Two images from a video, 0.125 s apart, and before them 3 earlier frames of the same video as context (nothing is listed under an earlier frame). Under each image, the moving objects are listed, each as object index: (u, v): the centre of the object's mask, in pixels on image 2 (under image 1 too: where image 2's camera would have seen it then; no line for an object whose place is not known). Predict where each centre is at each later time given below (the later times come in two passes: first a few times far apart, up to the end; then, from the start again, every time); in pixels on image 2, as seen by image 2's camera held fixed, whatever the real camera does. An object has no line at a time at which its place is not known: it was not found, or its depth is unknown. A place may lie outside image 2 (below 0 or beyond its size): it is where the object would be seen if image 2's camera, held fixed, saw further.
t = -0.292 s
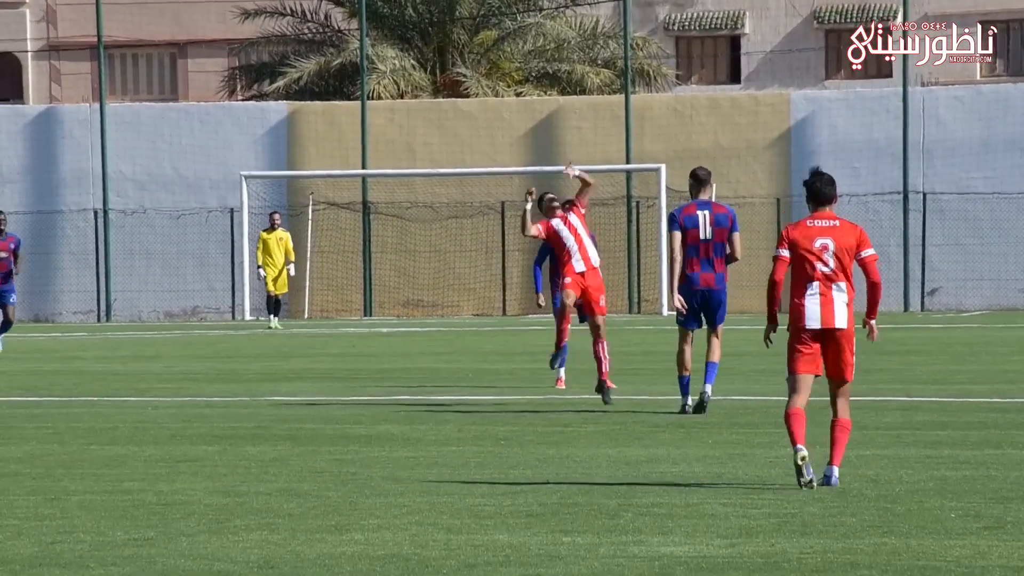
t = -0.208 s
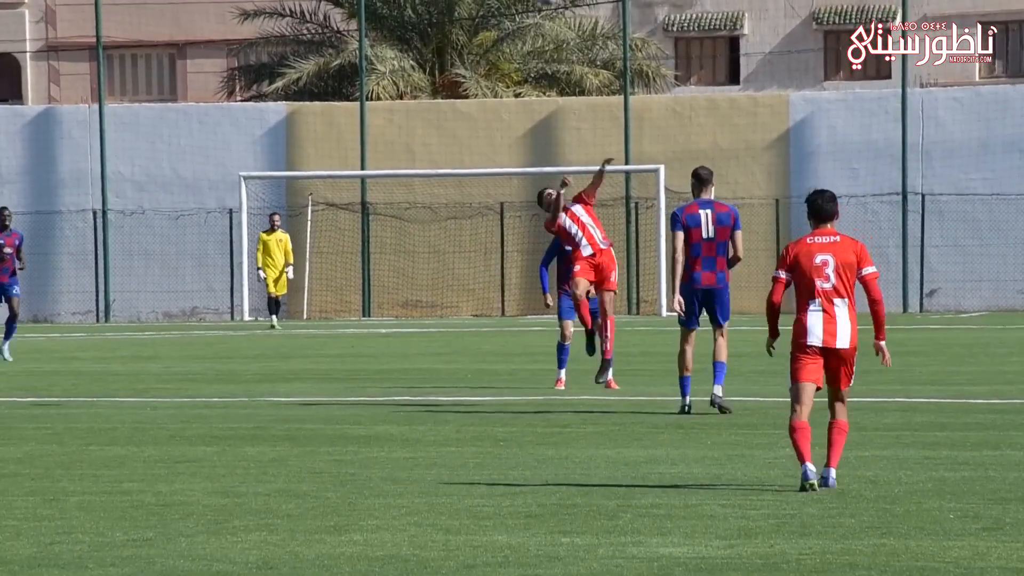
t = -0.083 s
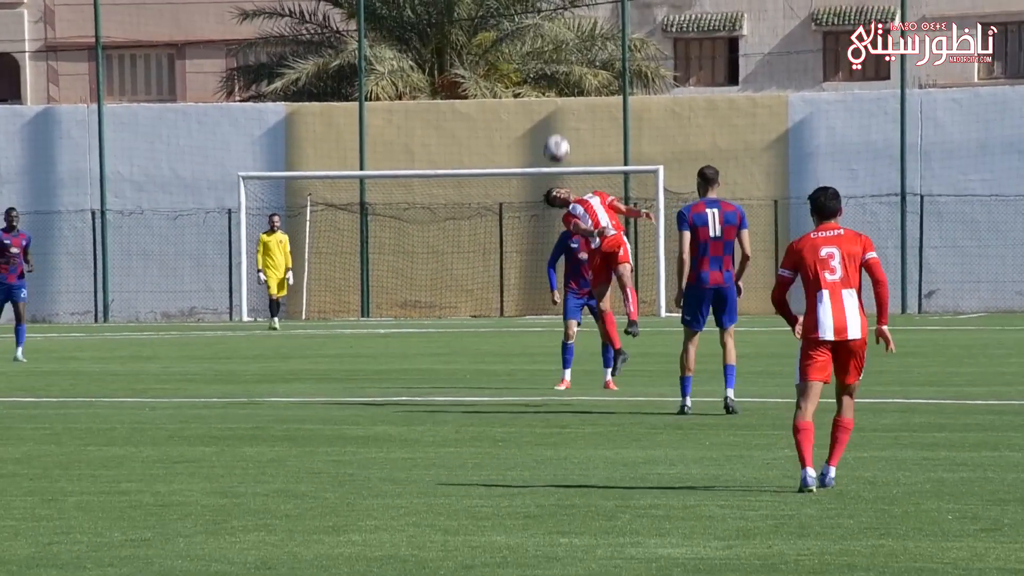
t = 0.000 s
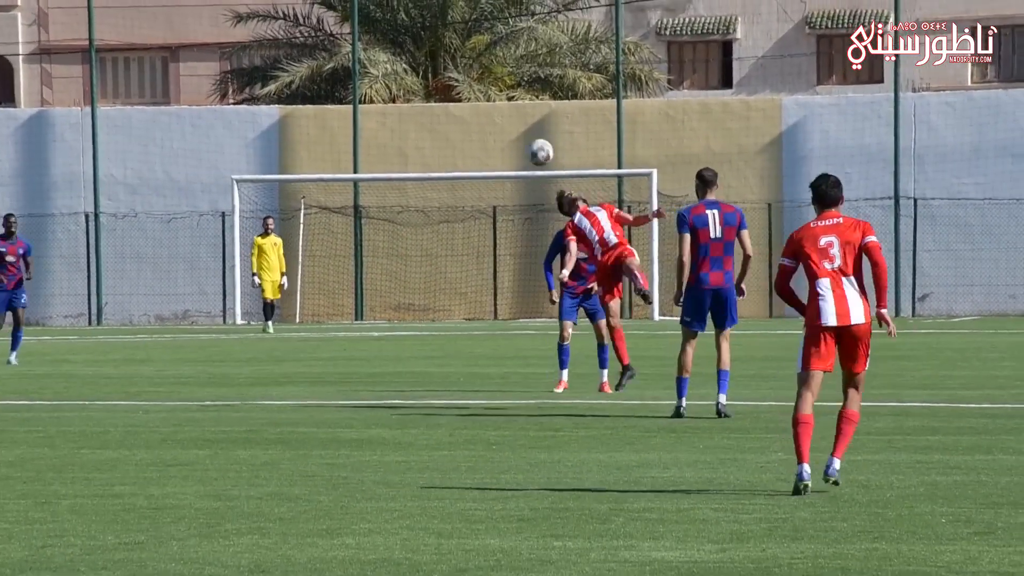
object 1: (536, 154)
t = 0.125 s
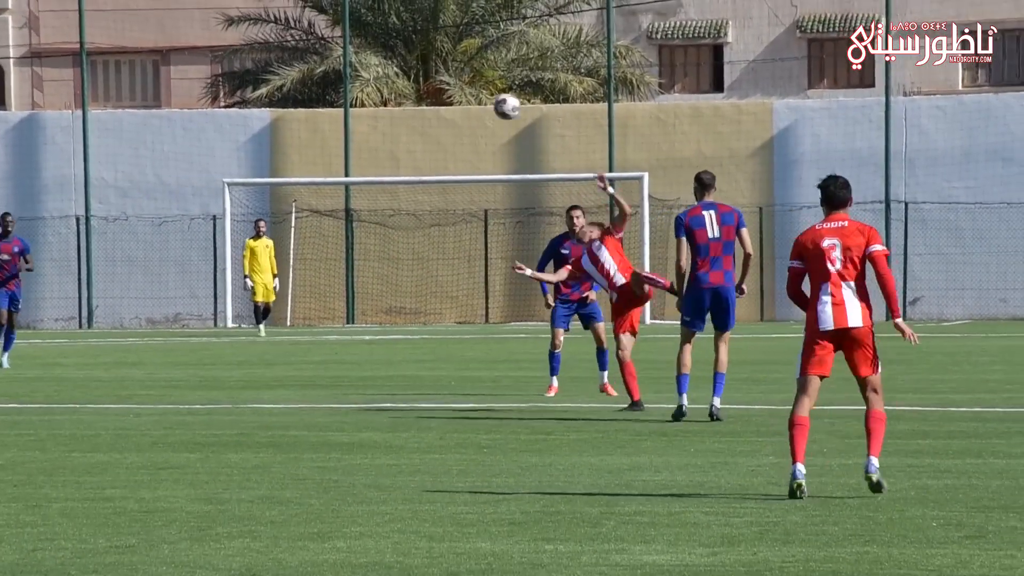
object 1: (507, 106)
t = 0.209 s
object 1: (492, 85)
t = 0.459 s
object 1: (447, 69)
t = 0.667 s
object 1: (406, 109)
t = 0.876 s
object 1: (369, 192)
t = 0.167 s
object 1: (499, 94)
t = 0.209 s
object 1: (492, 85)
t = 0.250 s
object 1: (485, 78)
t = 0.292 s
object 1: (476, 72)
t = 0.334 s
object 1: (468, 68)
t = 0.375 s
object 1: (462, 66)
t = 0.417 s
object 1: (455, 67)
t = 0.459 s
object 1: (447, 69)
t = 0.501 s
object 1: (439, 74)
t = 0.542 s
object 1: (432, 80)
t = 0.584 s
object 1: (425, 87)
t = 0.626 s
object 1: (418, 98)
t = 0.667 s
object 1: (406, 109)
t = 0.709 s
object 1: (398, 121)
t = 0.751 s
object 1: (390, 136)
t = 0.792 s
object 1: (381, 153)
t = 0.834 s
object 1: (374, 173)
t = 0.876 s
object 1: (369, 192)
